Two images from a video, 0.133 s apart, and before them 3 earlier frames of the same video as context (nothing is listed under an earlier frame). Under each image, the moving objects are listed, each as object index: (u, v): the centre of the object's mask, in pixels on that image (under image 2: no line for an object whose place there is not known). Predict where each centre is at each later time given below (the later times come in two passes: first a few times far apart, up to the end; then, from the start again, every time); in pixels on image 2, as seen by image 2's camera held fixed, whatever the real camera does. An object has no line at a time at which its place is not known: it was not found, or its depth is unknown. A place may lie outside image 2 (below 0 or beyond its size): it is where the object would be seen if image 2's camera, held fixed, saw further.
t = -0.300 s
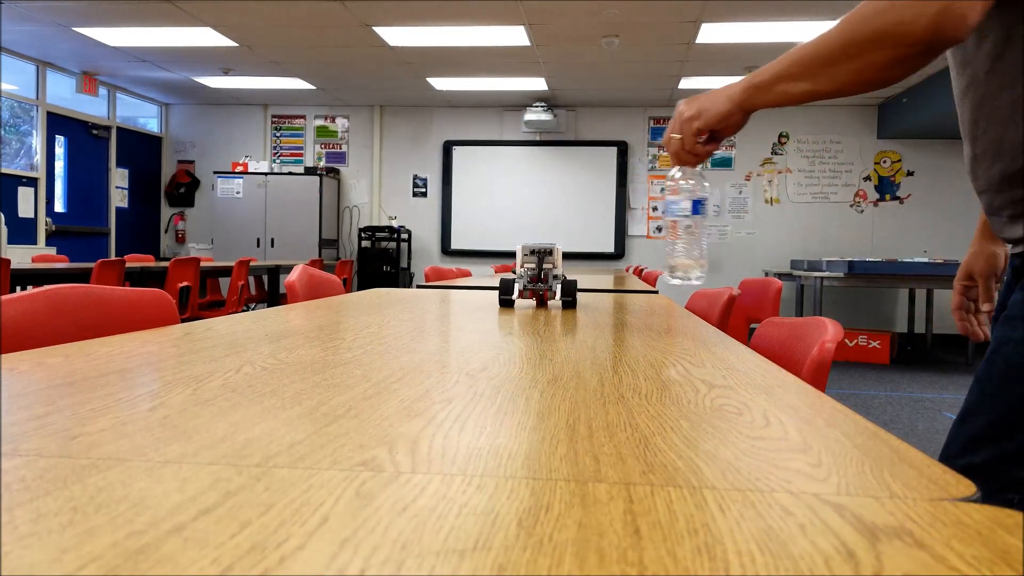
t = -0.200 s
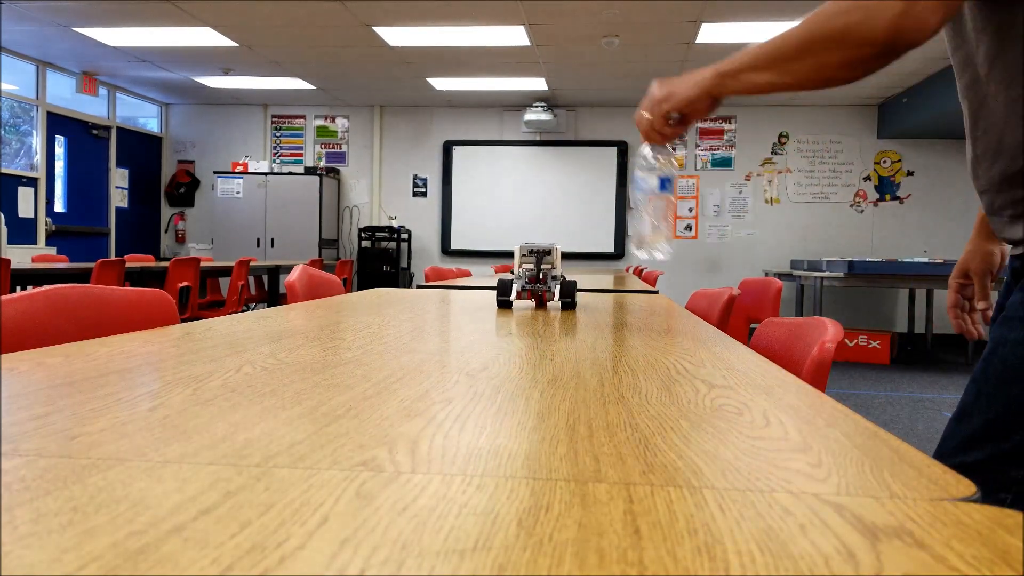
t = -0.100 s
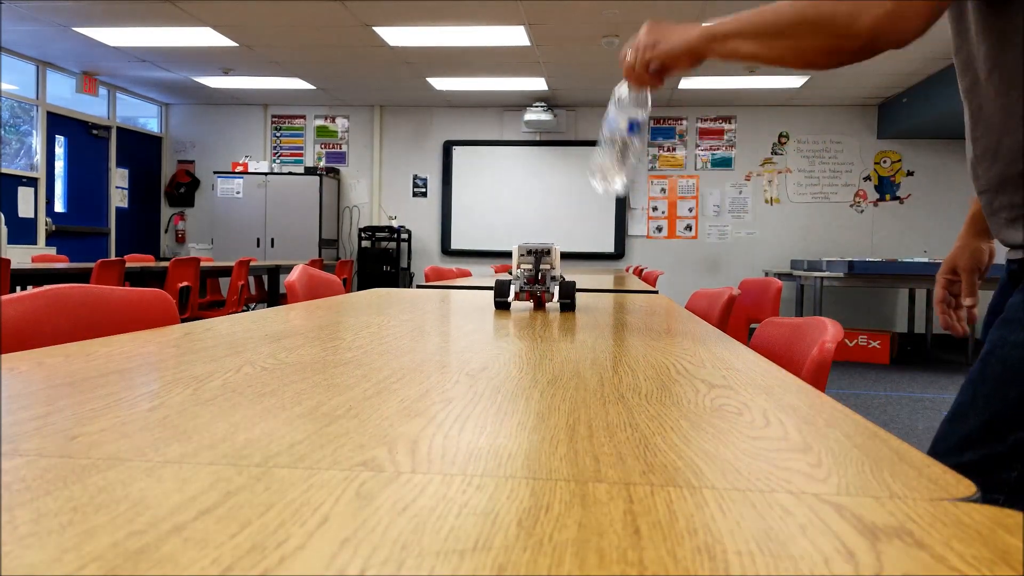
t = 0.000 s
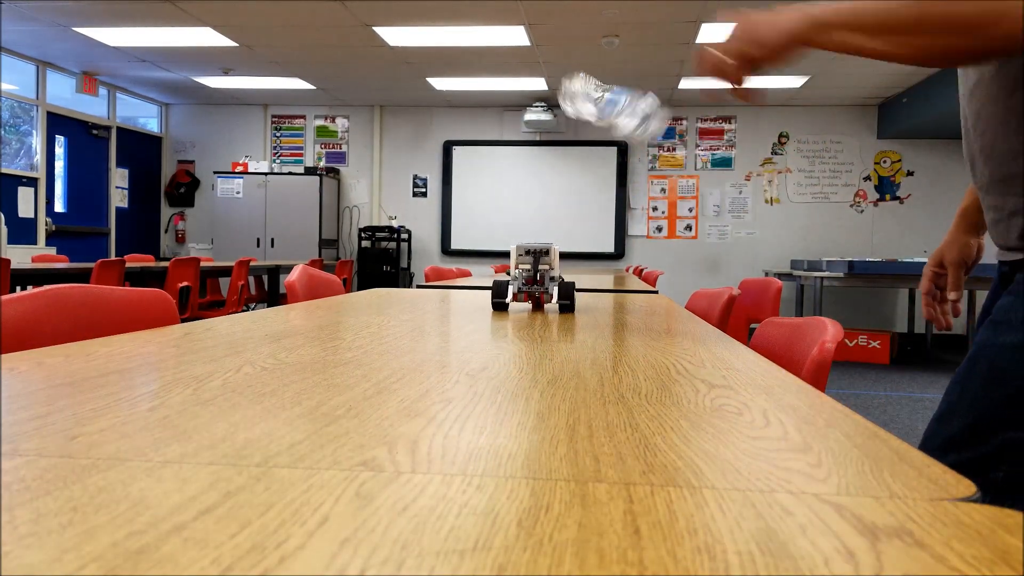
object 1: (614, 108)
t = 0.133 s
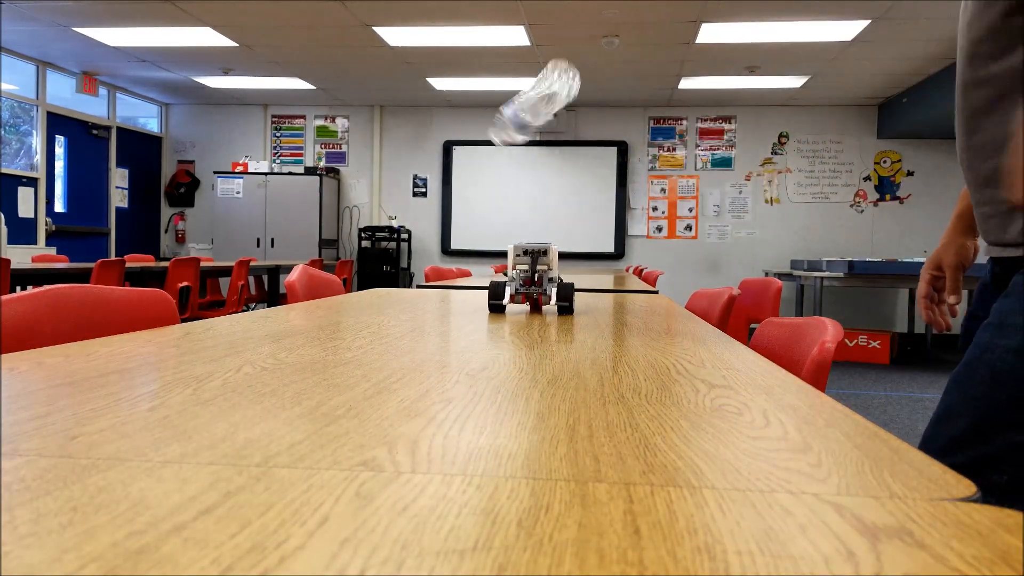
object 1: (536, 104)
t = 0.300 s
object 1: (496, 205)
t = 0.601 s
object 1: (416, 297)
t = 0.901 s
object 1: (336, 298)
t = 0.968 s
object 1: (323, 298)
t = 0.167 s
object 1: (529, 110)
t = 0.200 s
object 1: (522, 124)
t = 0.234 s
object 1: (511, 146)
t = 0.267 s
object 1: (501, 180)
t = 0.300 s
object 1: (496, 205)
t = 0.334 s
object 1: (481, 209)
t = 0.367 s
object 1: (471, 227)
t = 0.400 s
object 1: (461, 247)
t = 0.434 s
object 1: (454, 265)
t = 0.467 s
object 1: (450, 280)
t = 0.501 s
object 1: (444, 283)
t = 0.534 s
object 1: (435, 295)
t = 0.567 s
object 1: (426, 297)
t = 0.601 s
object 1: (416, 297)
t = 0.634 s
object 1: (404, 297)
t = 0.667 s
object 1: (394, 297)
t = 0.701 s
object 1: (386, 297)
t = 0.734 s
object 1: (378, 298)
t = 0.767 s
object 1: (369, 298)
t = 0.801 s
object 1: (361, 297)
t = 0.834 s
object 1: (352, 297)
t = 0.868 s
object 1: (344, 298)
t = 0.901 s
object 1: (336, 298)
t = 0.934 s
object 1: (328, 299)
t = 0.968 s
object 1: (323, 298)
